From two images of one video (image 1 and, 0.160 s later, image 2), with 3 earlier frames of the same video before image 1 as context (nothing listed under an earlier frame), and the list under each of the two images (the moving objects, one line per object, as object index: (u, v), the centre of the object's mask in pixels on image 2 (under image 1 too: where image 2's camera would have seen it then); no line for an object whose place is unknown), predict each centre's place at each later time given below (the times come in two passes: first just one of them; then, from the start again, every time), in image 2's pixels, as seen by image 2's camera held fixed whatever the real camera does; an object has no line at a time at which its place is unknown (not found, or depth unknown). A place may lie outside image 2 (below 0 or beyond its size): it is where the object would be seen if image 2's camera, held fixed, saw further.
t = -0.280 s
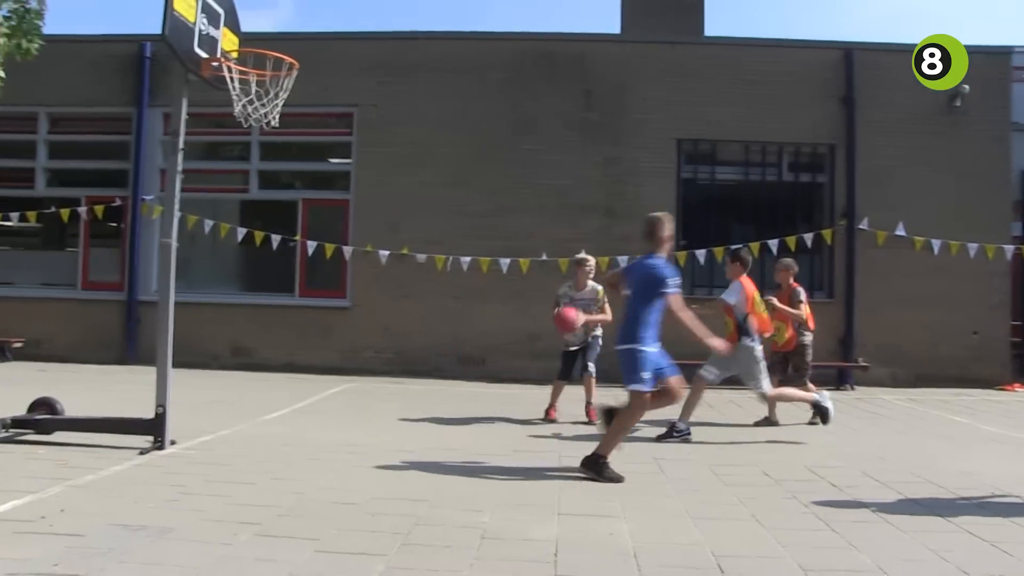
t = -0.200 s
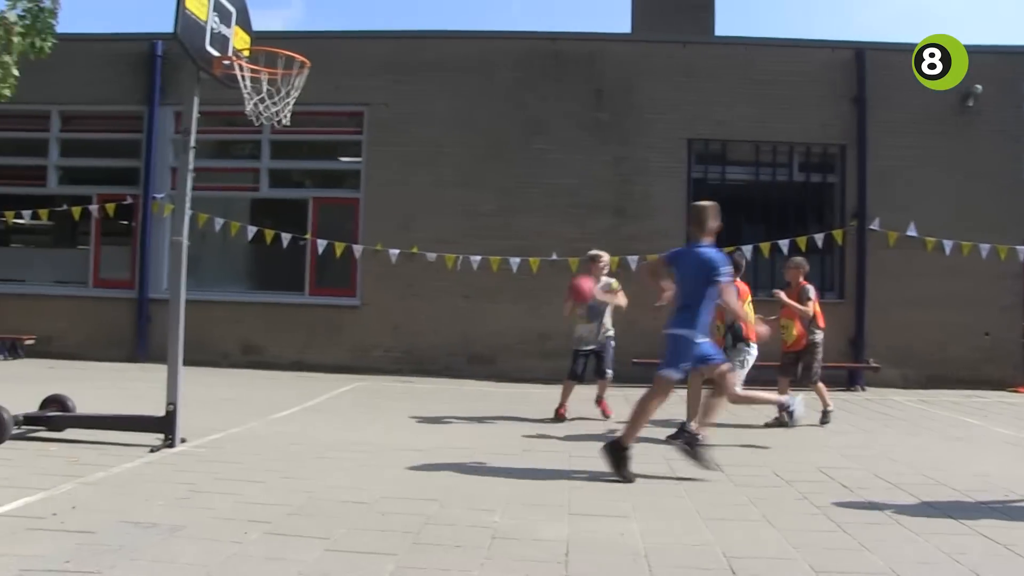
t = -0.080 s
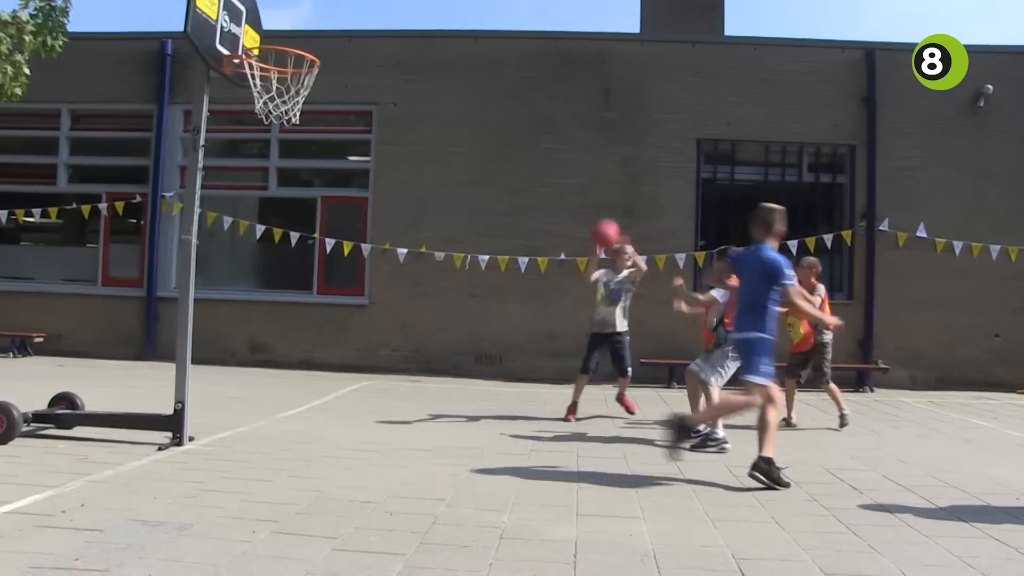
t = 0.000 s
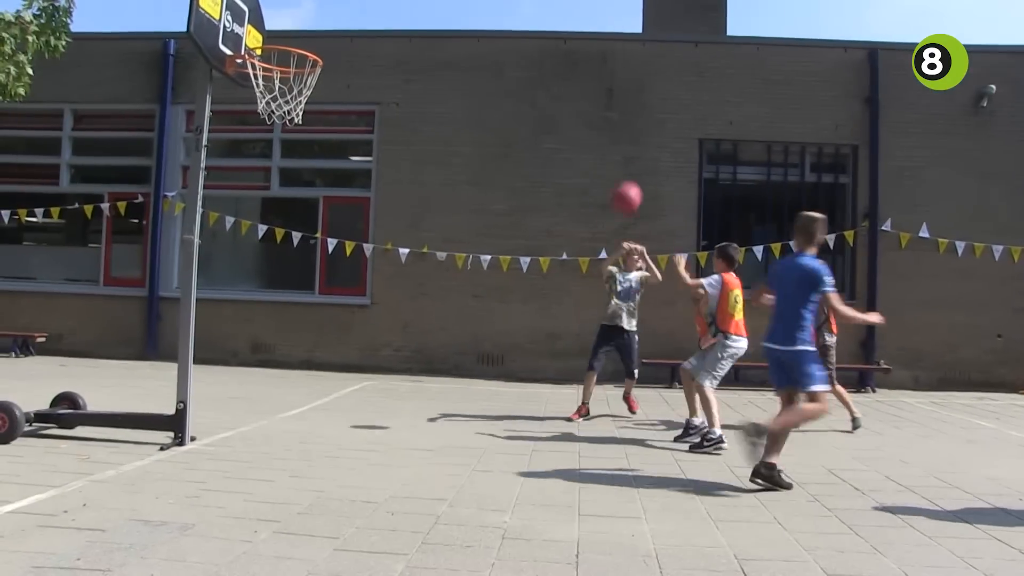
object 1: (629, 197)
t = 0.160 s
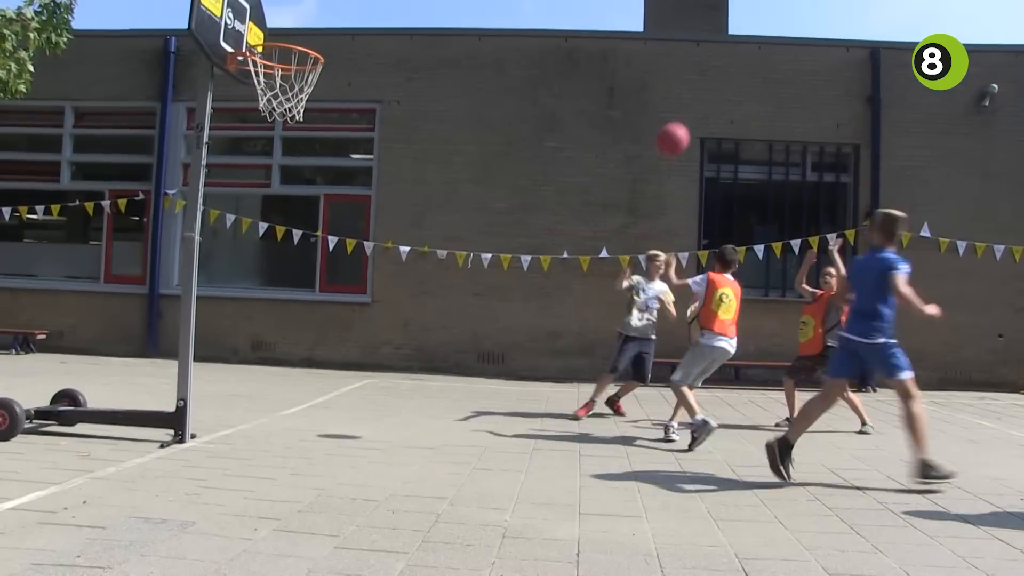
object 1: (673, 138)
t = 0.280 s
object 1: (713, 114)
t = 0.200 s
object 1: (686, 129)
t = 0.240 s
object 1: (699, 120)
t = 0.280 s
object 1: (713, 114)
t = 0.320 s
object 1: (727, 111)
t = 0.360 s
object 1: (742, 109)
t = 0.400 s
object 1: (759, 110)
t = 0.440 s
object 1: (775, 113)
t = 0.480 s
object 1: (793, 121)
